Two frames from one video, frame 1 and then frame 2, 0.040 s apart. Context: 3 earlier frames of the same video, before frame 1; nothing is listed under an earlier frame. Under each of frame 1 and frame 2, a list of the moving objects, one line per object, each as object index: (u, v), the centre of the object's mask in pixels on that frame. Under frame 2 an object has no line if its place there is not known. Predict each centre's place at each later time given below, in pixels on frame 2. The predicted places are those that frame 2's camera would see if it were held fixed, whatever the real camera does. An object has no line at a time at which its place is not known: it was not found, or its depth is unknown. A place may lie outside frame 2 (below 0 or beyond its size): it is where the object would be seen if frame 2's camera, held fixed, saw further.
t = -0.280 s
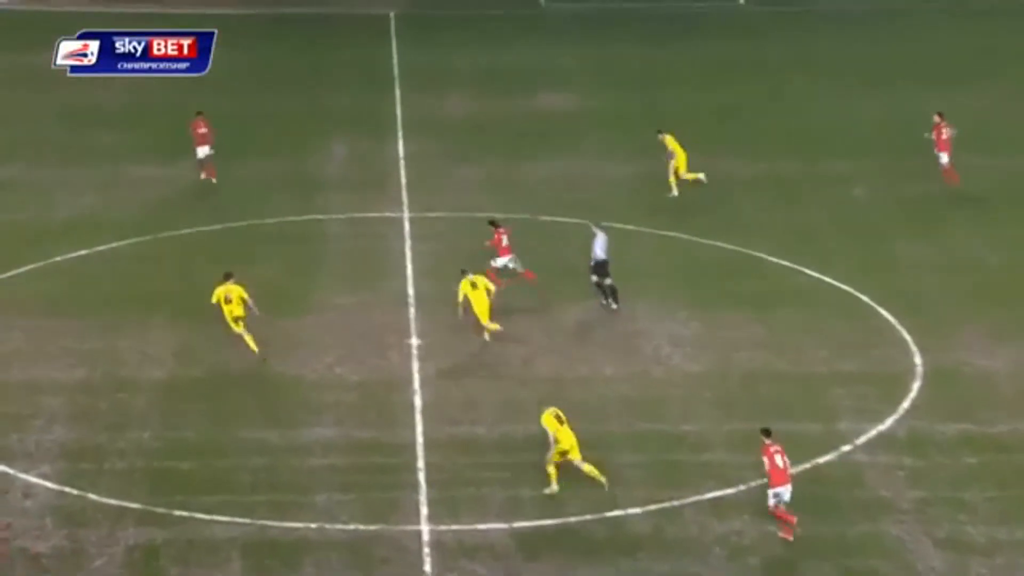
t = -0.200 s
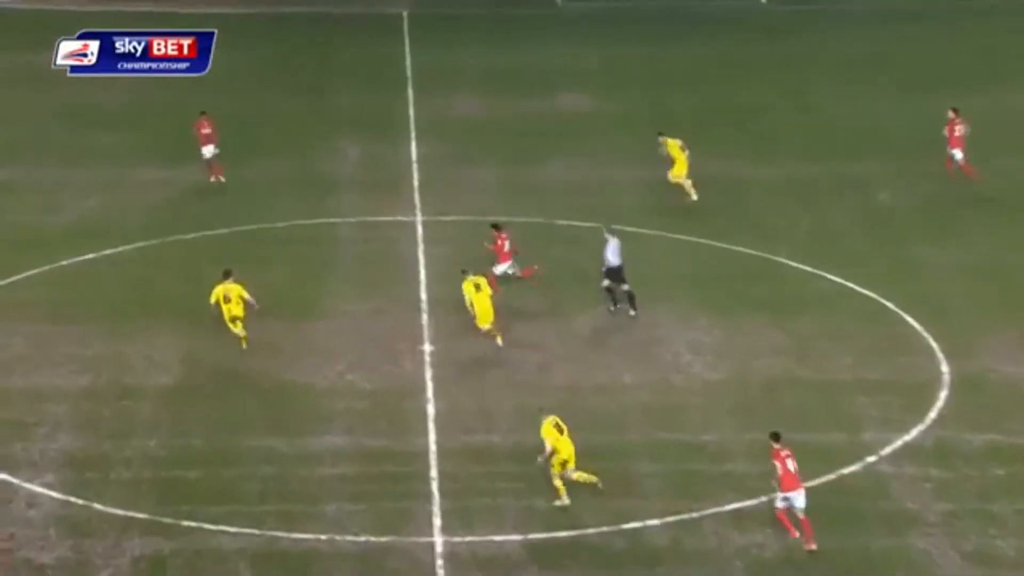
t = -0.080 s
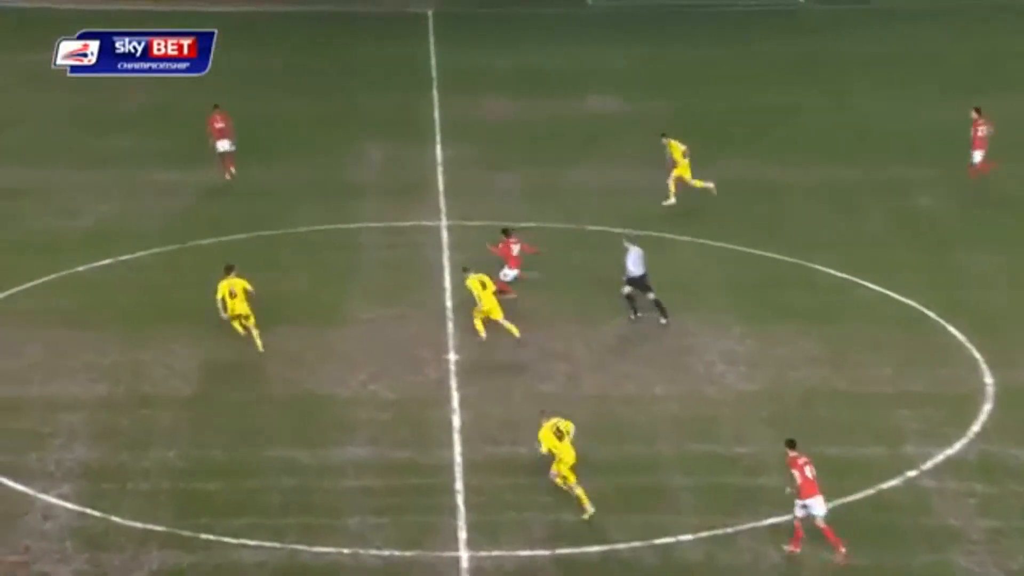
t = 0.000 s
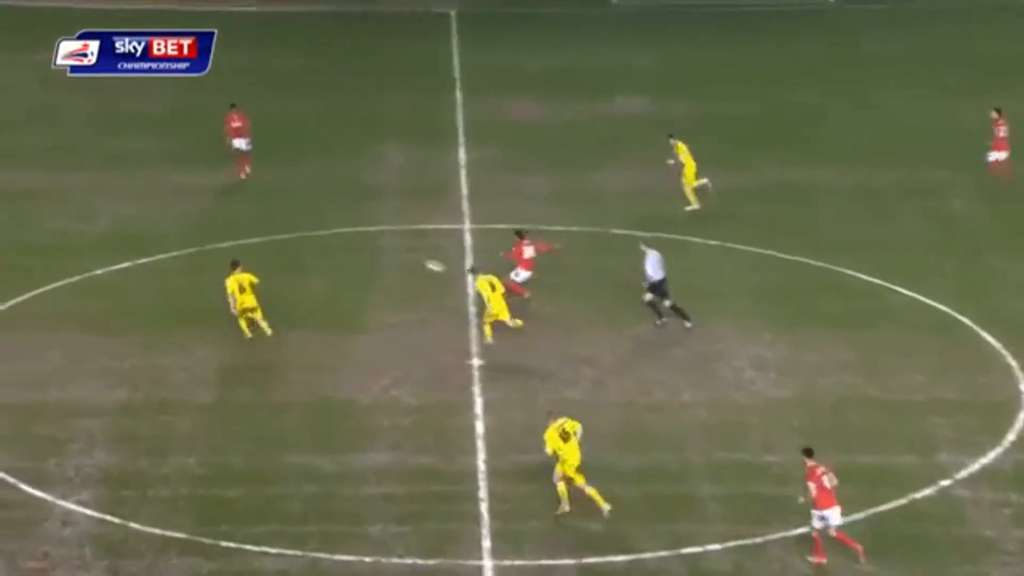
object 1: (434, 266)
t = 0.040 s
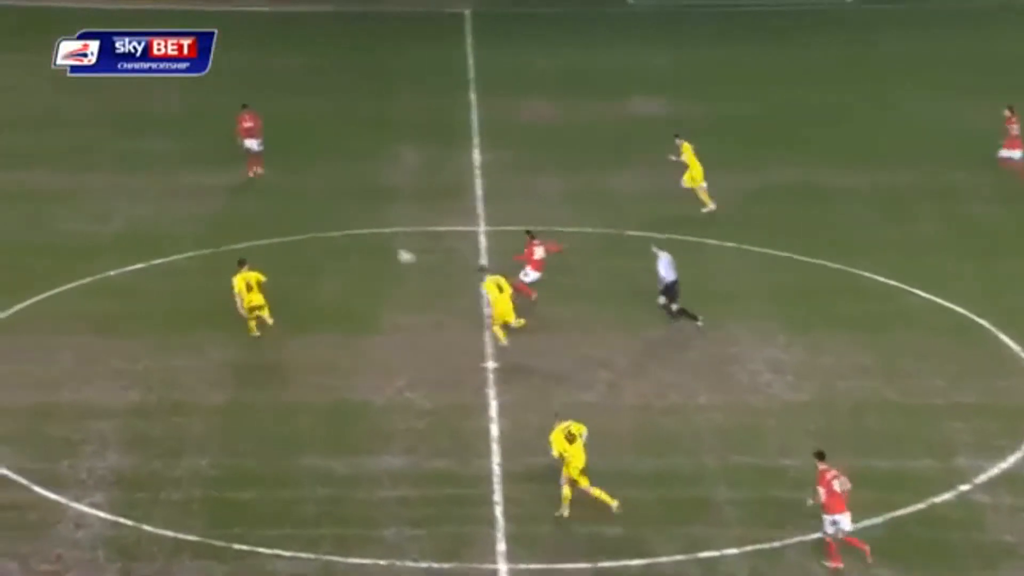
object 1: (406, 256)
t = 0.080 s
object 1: (364, 246)
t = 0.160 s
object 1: (282, 225)
